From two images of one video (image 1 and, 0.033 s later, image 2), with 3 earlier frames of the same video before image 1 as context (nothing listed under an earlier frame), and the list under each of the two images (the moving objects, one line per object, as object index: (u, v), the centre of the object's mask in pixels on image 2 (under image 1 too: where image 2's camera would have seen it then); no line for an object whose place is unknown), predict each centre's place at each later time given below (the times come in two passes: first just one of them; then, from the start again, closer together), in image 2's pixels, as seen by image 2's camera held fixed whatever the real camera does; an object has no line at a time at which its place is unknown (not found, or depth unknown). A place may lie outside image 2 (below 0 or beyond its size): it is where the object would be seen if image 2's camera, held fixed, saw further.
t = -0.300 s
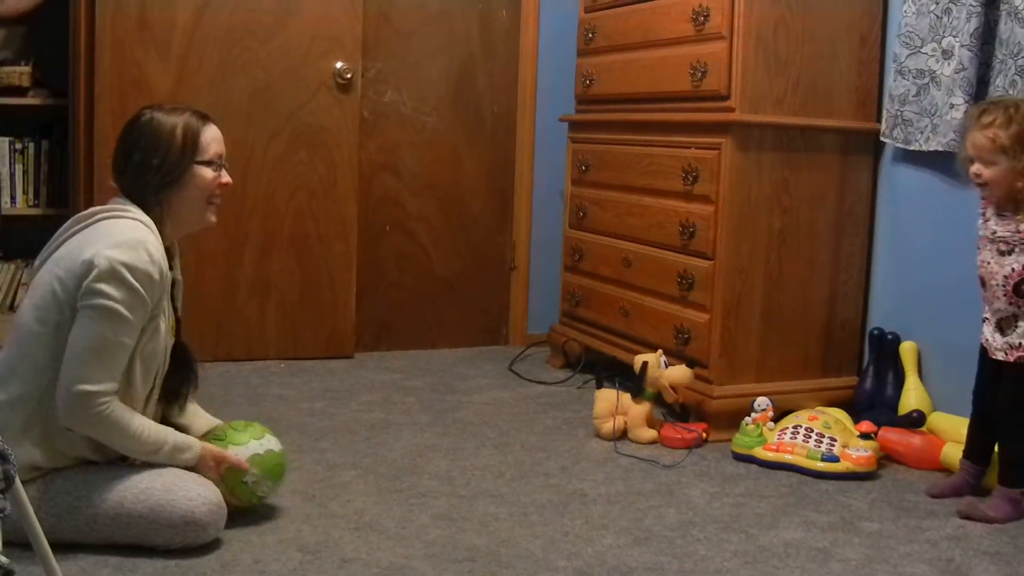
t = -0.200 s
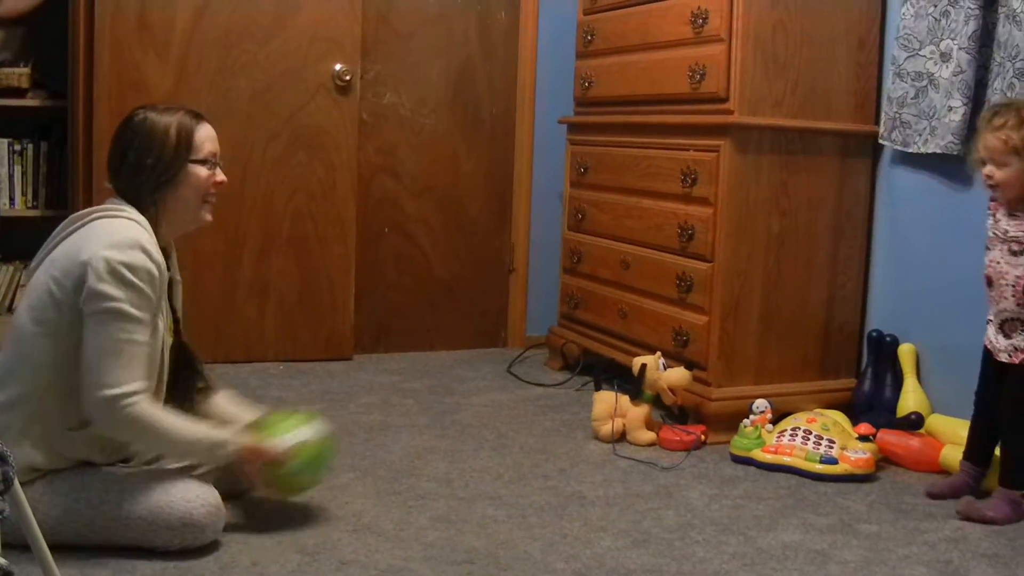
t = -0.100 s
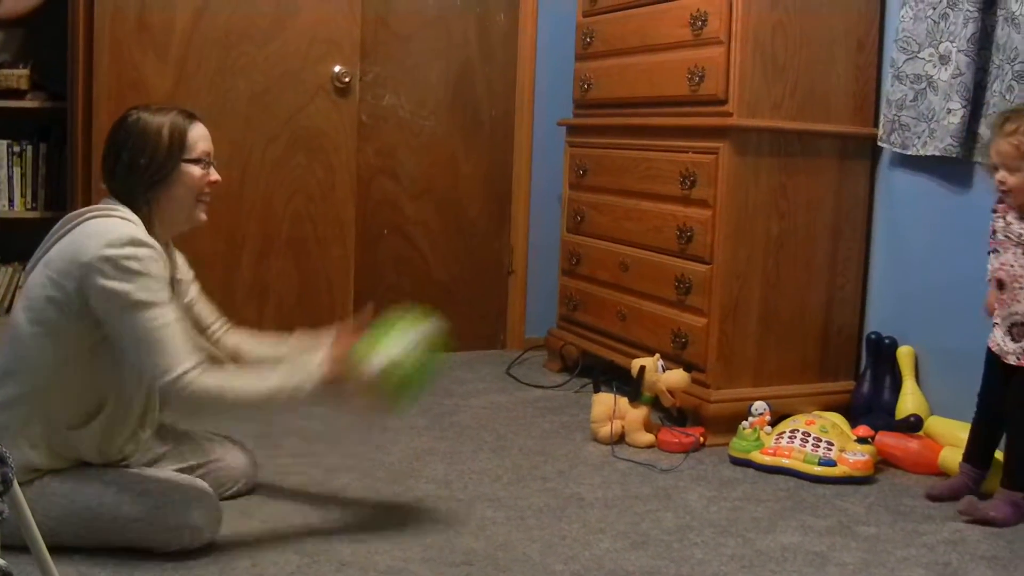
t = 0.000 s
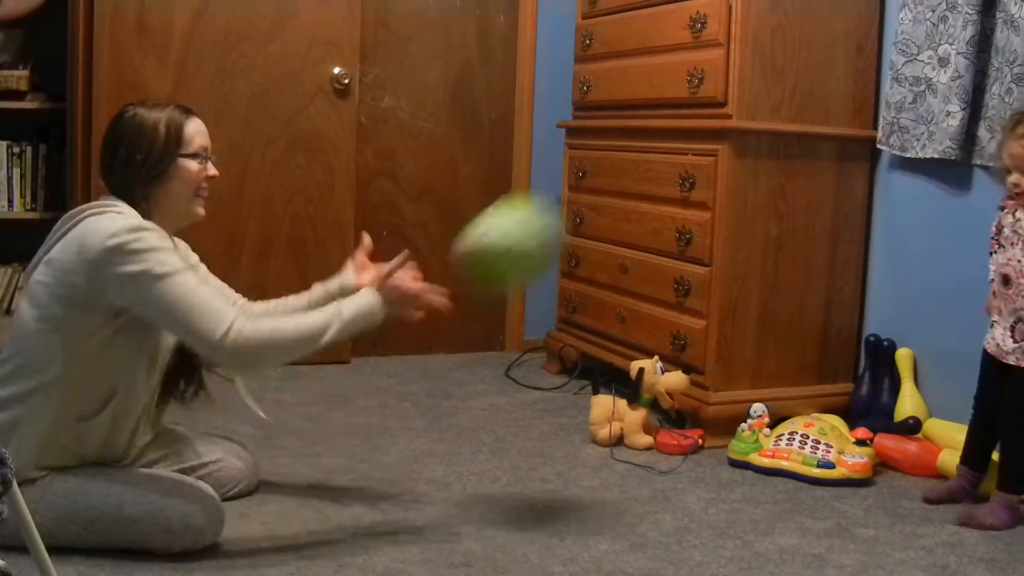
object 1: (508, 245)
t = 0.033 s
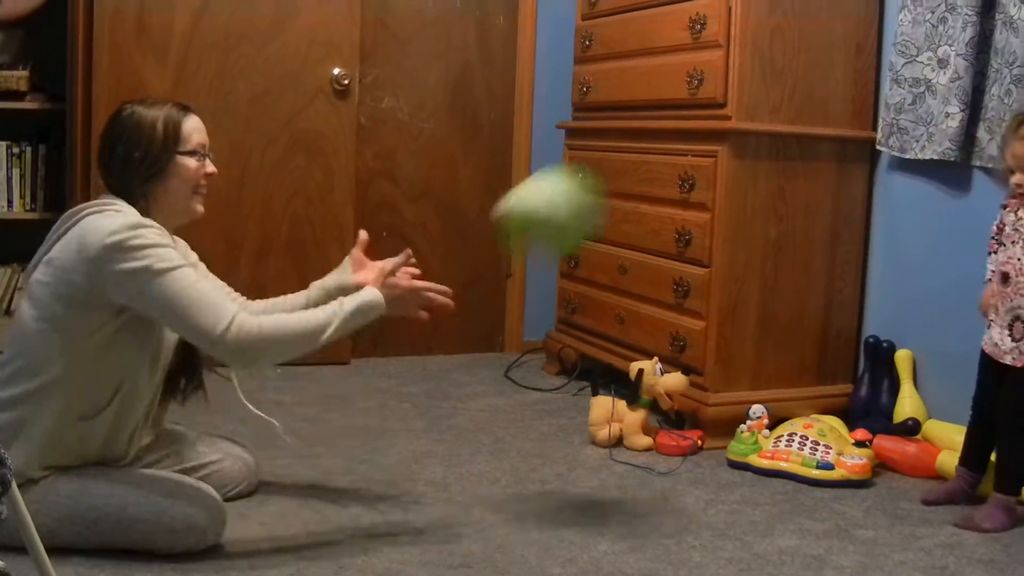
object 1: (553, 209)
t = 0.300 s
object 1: (826, 171)
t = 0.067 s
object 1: (592, 187)
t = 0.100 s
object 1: (626, 170)
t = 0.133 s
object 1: (662, 157)
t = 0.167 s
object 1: (698, 148)
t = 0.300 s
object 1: (826, 171)
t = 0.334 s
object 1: (854, 188)
